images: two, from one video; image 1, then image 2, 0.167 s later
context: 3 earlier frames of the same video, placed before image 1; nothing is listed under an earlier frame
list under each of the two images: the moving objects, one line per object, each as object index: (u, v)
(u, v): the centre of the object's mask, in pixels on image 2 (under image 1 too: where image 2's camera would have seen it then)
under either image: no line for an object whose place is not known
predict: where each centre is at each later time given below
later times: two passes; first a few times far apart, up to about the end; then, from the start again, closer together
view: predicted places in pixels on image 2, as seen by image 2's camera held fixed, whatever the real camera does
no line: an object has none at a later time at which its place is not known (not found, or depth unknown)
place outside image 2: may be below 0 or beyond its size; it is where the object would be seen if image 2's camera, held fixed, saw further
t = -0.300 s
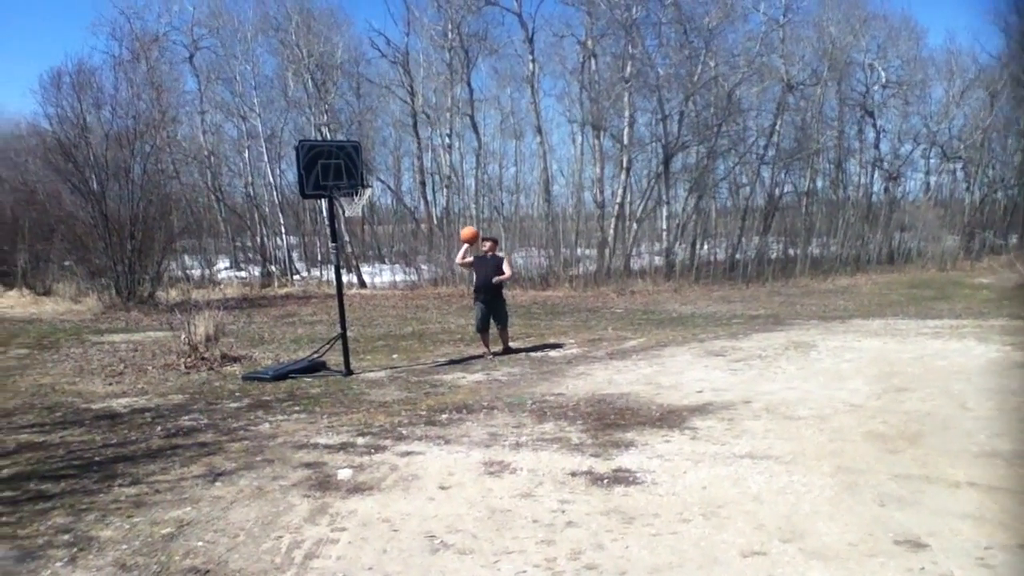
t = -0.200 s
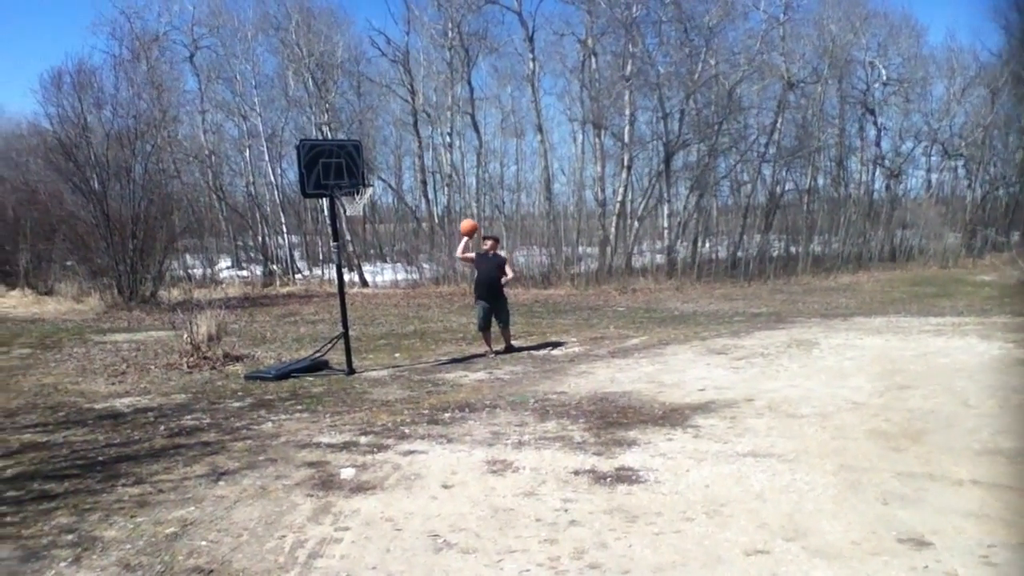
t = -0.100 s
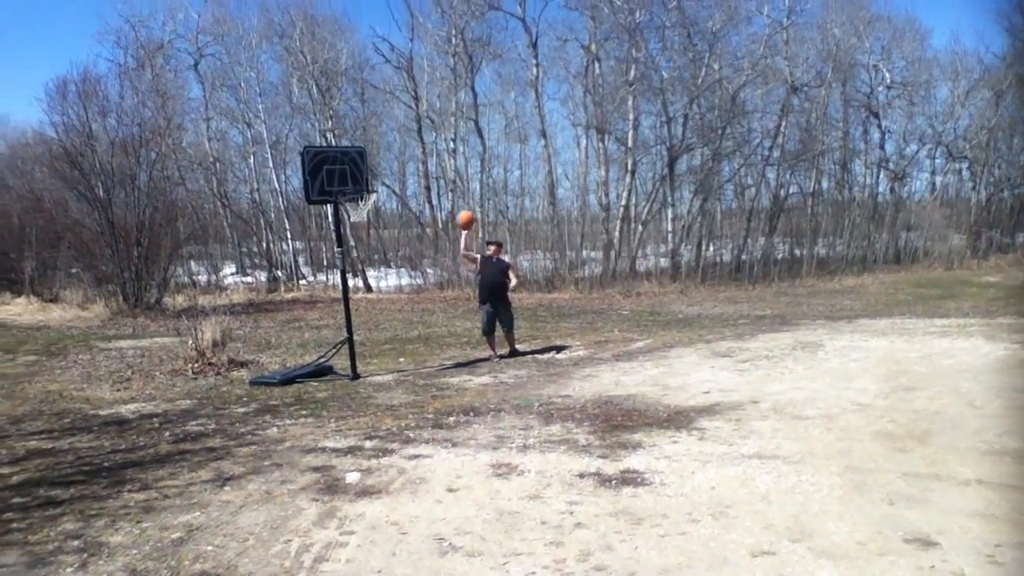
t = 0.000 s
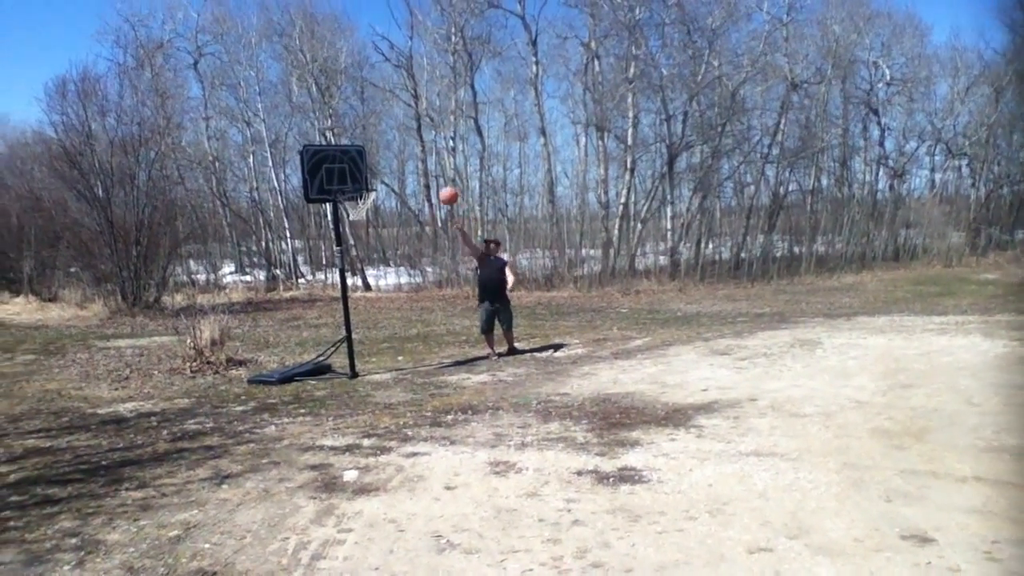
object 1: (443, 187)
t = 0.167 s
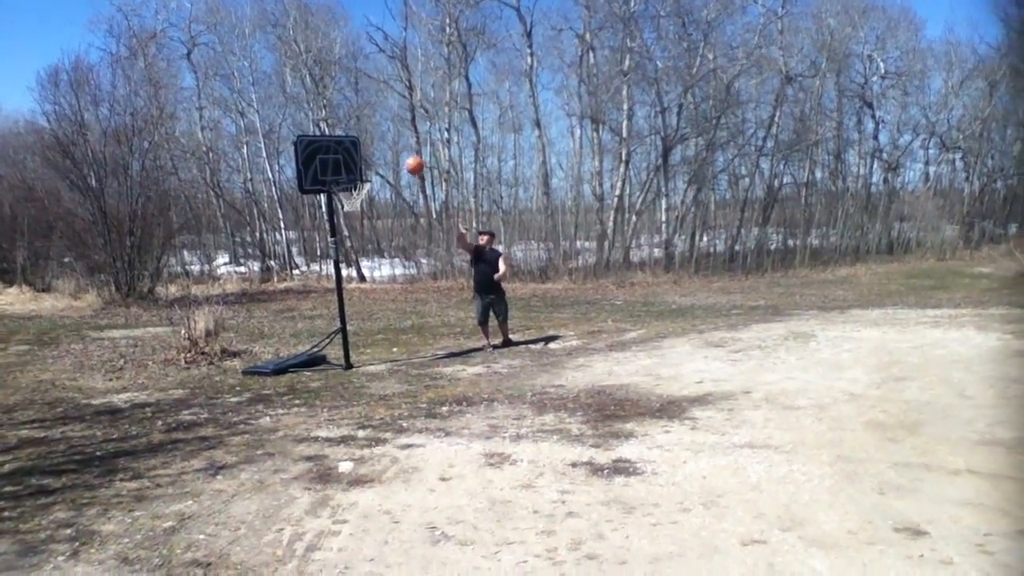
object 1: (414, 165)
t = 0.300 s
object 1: (391, 162)
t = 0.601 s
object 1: (368, 163)
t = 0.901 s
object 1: (378, 190)
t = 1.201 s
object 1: (391, 286)
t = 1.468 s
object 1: (398, 317)
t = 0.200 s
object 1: (409, 162)
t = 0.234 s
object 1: (403, 160)
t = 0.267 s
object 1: (396, 161)
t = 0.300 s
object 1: (391, 162)
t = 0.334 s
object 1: (387, 163)
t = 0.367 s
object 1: (378, 165)
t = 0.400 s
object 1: (373, 169)
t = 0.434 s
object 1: (366, 173)
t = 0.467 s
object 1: (364, 172)
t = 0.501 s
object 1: (365, 170)
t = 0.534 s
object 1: (366, 167)
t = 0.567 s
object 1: (367, 164)
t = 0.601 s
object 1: (368, 163)
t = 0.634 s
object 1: (369, 163)
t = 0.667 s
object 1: (370, 163)
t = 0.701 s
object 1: (371, 164)
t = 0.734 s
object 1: (372, 166)
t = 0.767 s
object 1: (373, 169)
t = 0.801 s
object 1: (374, 173)
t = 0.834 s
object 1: (376, 176)
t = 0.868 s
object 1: (378, 183)
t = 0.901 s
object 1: (378, 190)
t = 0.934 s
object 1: (379, 198)
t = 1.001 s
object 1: (382, 215)
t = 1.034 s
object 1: (382, 225)
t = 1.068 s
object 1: (385, 236)
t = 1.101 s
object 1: (386, 247)
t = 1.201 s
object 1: (391, 286)
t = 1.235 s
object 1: (392, 301)
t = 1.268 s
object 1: (394, 316)
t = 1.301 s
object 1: (395, 332)
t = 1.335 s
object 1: (397, 349)
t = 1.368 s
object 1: (397, 342)
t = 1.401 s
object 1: (397, 332)
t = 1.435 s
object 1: (398, 324)
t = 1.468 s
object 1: (398, 317)
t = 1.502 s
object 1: (398, 310)
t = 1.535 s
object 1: (399, 304)
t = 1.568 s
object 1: (400, 299)
